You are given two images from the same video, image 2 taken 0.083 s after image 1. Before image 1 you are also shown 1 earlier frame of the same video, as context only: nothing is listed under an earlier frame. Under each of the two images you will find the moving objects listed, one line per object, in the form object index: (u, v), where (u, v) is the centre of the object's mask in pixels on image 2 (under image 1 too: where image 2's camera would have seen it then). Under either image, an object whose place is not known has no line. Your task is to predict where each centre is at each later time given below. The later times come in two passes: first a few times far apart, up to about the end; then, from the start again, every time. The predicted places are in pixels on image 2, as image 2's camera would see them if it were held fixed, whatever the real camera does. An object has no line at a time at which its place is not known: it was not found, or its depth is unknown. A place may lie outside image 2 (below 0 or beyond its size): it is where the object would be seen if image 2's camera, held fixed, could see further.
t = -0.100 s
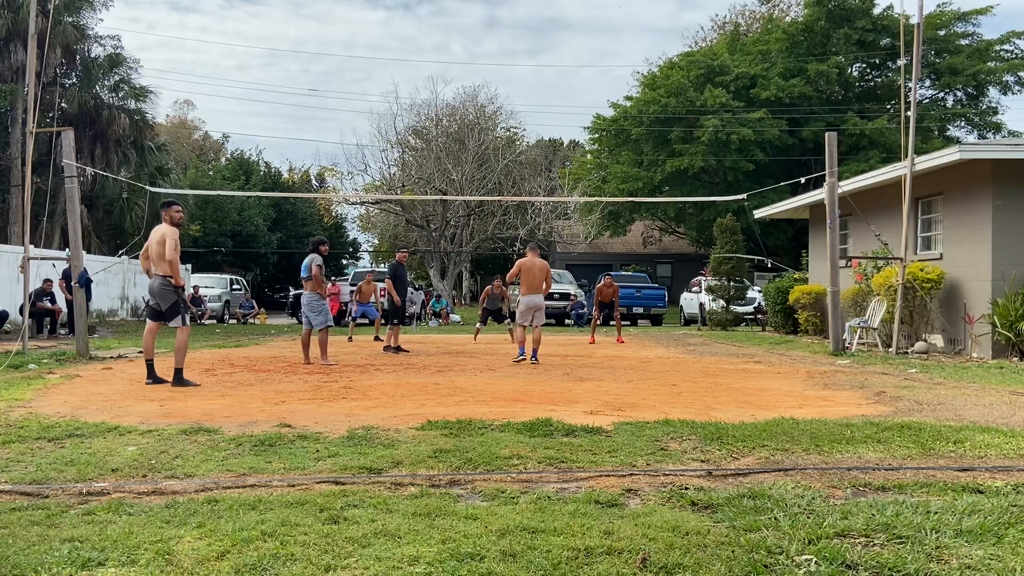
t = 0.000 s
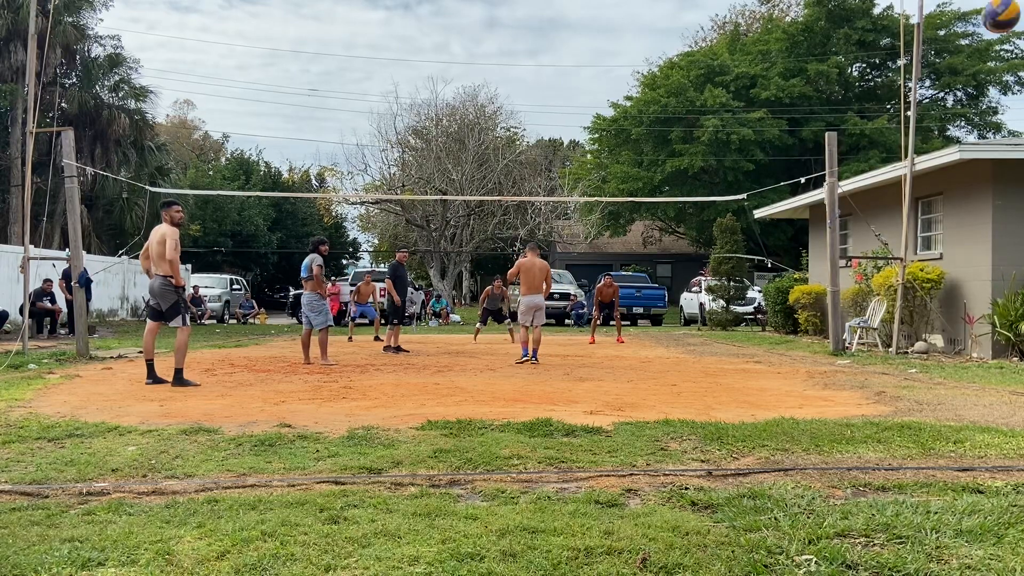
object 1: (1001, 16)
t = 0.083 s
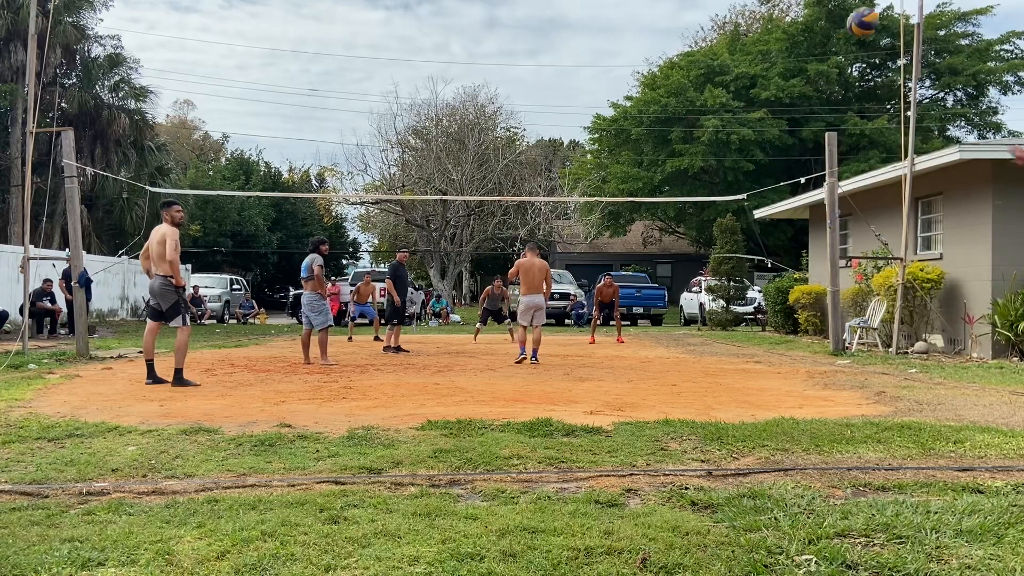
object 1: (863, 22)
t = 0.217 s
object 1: (717, 45)
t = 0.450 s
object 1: (566, 96)
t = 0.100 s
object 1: (841, 24)
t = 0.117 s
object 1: (820, 27)
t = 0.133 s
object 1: (800, 30)
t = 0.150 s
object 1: (780, 33)
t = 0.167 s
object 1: (763, 34)
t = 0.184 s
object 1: (746, 39)
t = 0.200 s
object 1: (732, 41)
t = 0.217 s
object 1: (717, 45)
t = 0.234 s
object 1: (702, 47)
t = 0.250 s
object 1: (689, 51)
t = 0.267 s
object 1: (676, 54)
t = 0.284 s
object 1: (664, 58)
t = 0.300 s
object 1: (652, 62)
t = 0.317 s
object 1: (641, 65)
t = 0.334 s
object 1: (631, 69)
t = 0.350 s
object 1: (620, 72)
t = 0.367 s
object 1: (611, 76)
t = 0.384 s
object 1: (601, 80)
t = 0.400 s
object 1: (592, 84)
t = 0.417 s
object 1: (583, 88)
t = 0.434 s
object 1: (574, 92)
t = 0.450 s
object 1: (566, 96)
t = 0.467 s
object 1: (558, 100)
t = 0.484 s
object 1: (550, 104)
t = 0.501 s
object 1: (543, 108)
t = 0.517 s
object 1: (536, 112)
